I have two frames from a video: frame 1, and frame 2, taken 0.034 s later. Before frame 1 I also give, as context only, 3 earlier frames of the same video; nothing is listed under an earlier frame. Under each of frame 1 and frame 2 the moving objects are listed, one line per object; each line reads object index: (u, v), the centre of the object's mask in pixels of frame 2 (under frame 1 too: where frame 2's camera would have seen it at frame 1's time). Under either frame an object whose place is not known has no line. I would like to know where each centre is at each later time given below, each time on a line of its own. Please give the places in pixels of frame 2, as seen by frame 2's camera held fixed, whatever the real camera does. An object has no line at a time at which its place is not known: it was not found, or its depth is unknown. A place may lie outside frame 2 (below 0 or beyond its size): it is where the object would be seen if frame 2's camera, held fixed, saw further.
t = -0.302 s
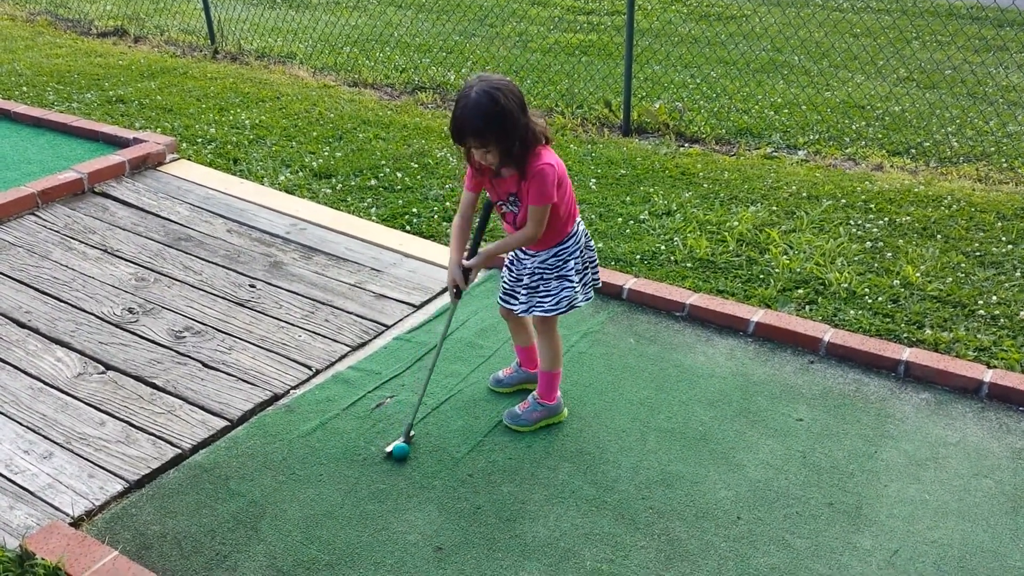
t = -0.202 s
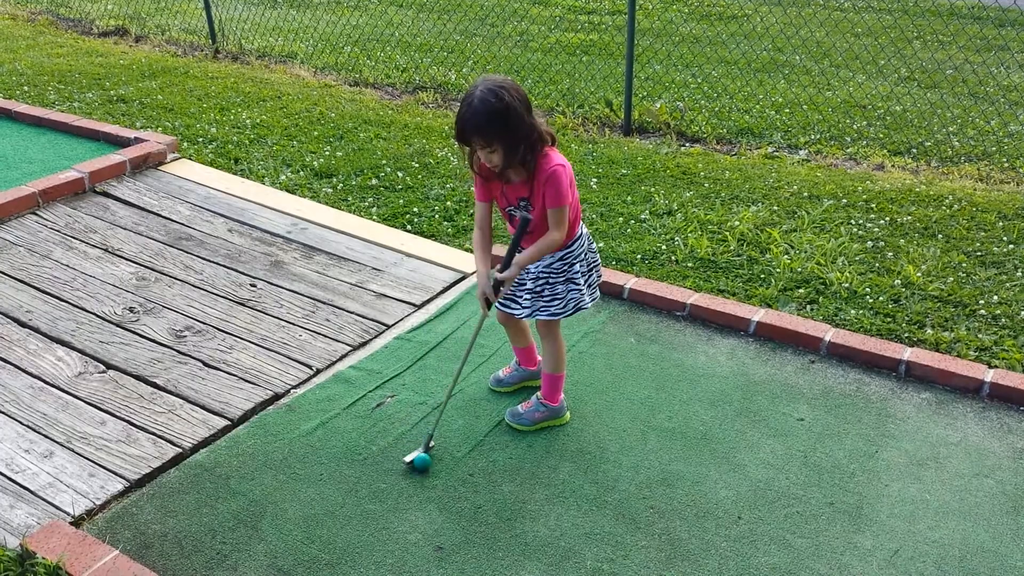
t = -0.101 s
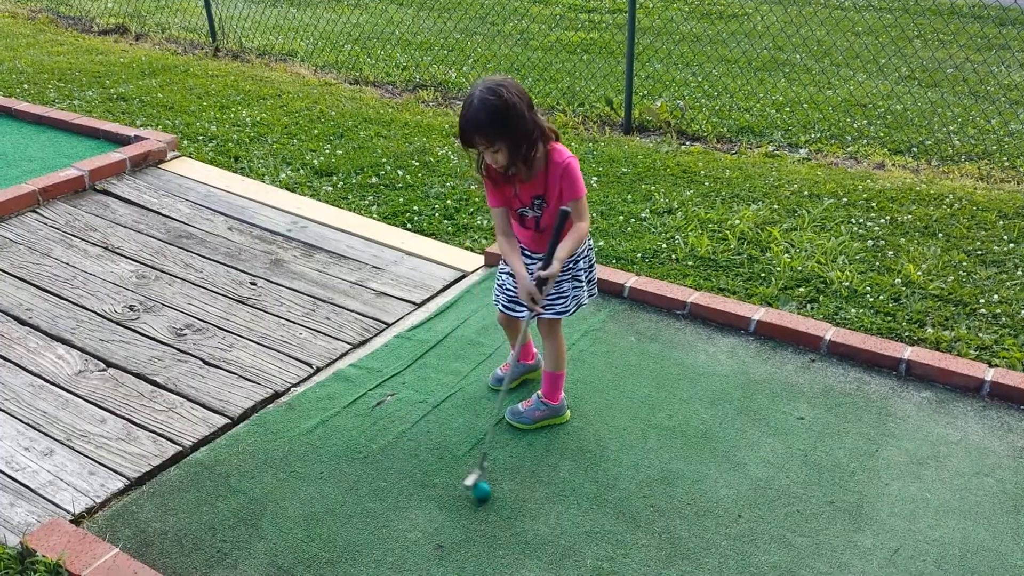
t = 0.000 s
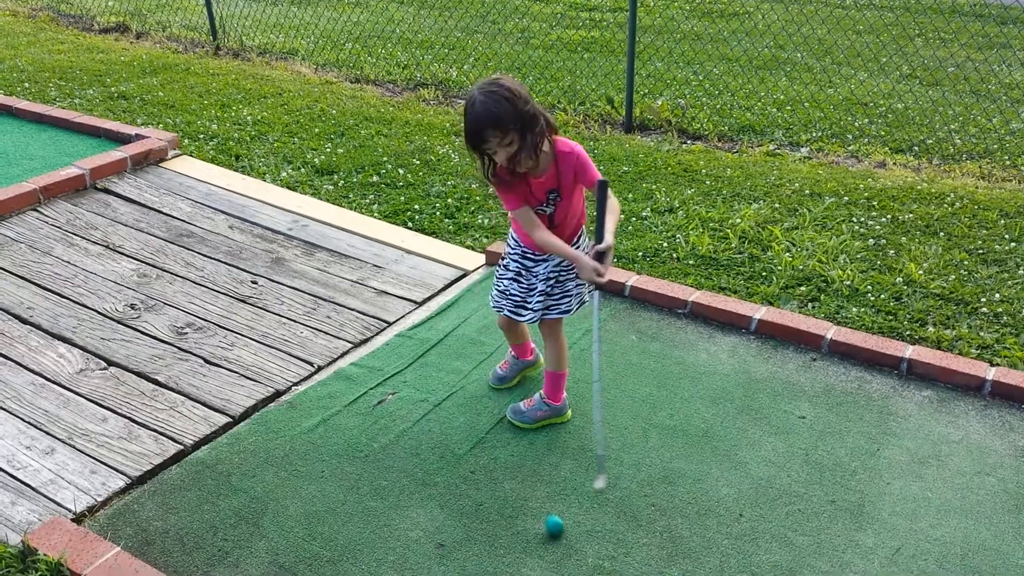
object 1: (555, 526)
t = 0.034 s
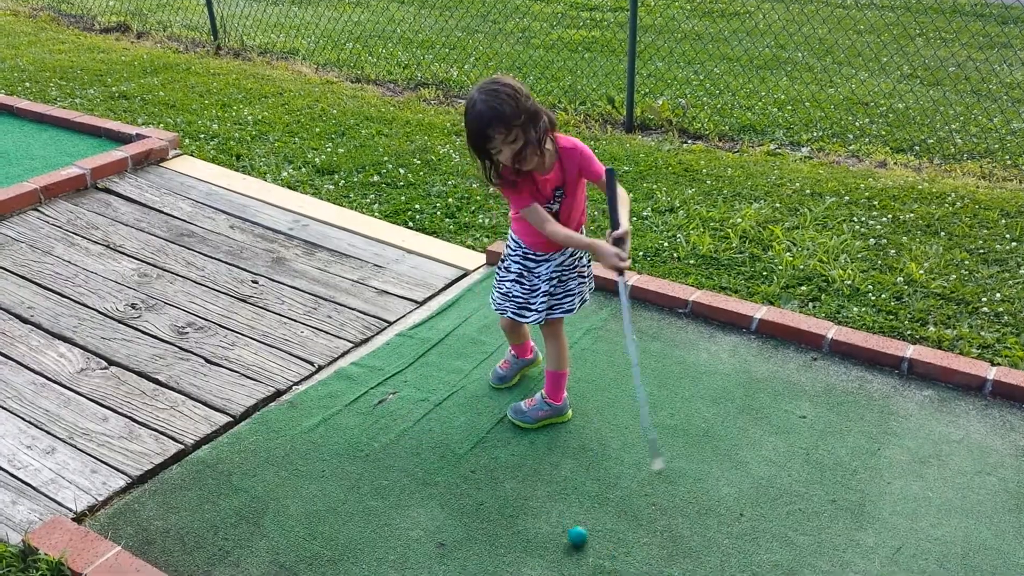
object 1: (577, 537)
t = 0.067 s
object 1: (600, 548)
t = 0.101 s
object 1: (623, 560)
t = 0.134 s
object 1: (647, 569)
